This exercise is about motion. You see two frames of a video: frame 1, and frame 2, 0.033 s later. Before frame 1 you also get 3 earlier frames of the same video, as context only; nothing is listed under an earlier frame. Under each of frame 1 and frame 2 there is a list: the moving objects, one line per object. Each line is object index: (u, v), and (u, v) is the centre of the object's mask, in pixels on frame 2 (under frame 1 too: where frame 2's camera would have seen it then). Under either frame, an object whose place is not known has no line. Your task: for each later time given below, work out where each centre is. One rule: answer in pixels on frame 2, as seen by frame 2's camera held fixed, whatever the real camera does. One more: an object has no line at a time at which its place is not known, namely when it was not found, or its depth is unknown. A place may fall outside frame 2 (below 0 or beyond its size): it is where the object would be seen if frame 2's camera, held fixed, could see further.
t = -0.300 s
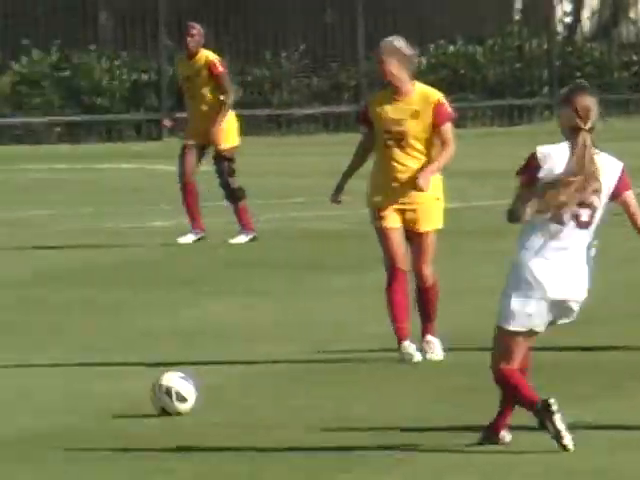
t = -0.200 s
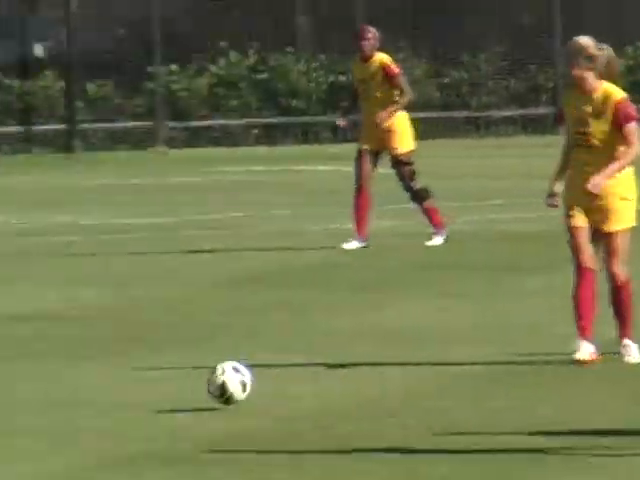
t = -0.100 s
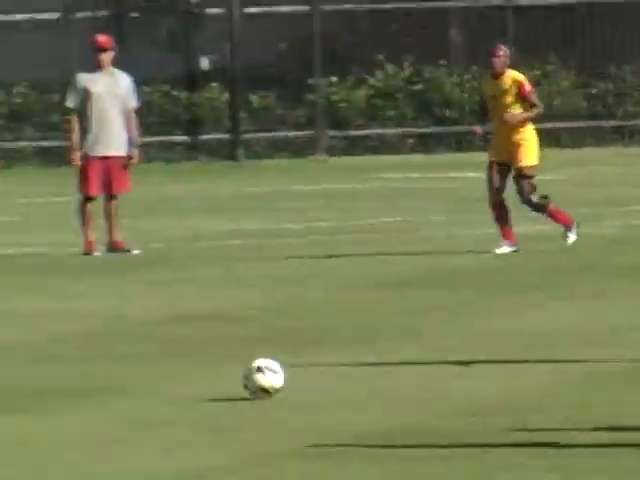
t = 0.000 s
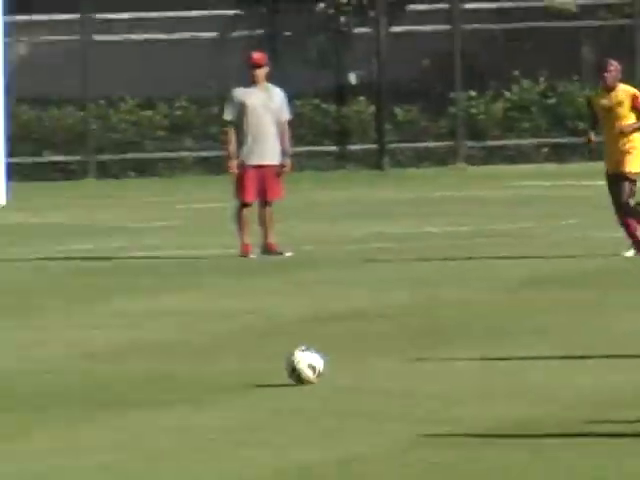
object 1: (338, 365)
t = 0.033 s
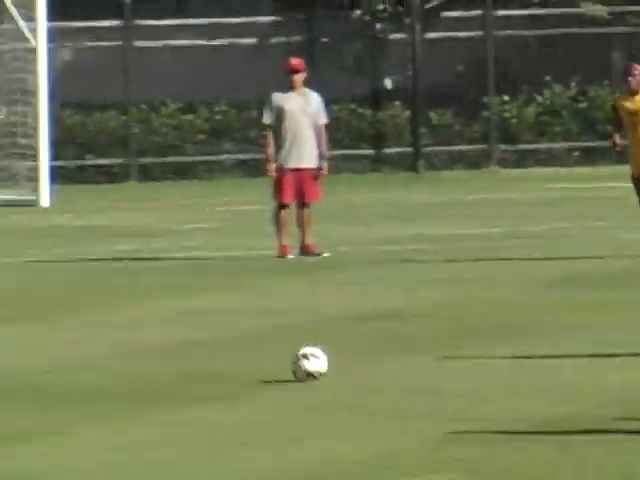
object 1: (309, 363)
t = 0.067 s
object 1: (278, 362)
